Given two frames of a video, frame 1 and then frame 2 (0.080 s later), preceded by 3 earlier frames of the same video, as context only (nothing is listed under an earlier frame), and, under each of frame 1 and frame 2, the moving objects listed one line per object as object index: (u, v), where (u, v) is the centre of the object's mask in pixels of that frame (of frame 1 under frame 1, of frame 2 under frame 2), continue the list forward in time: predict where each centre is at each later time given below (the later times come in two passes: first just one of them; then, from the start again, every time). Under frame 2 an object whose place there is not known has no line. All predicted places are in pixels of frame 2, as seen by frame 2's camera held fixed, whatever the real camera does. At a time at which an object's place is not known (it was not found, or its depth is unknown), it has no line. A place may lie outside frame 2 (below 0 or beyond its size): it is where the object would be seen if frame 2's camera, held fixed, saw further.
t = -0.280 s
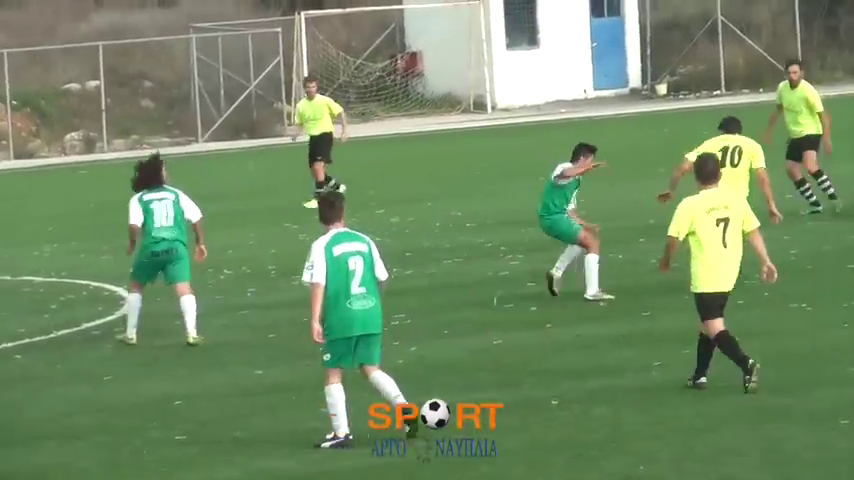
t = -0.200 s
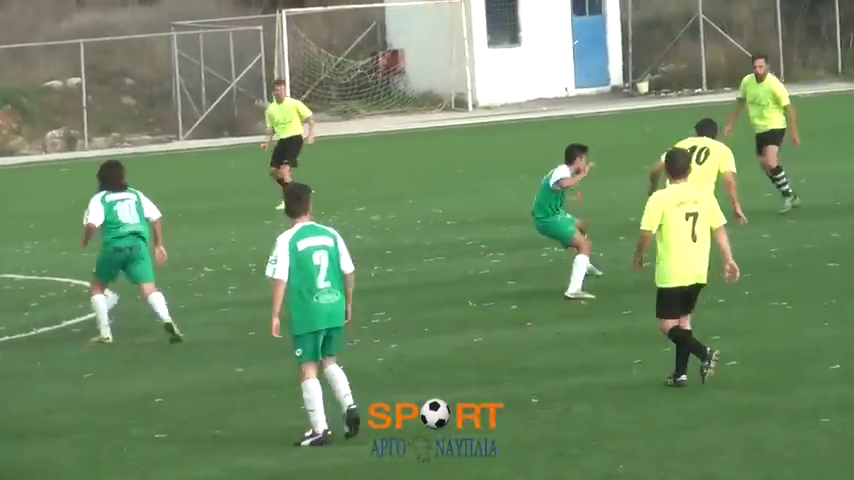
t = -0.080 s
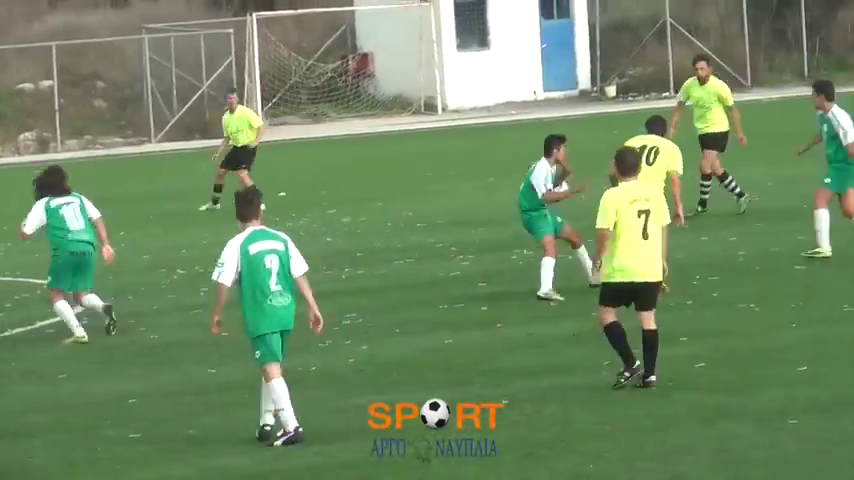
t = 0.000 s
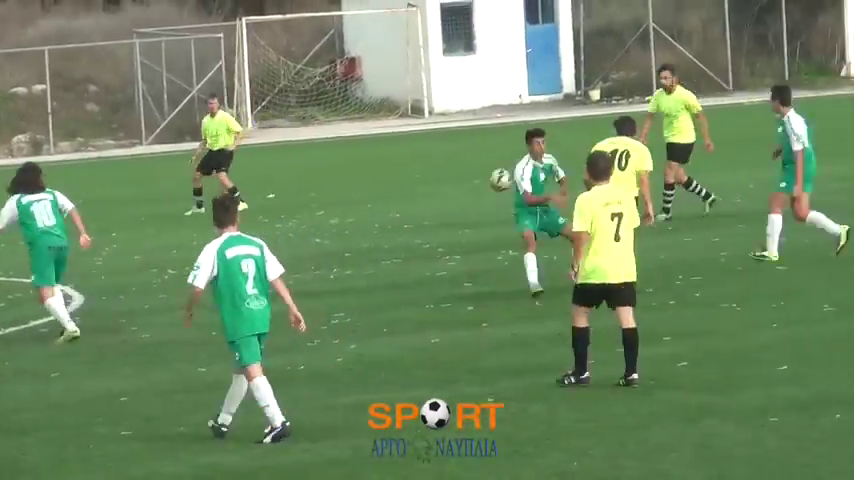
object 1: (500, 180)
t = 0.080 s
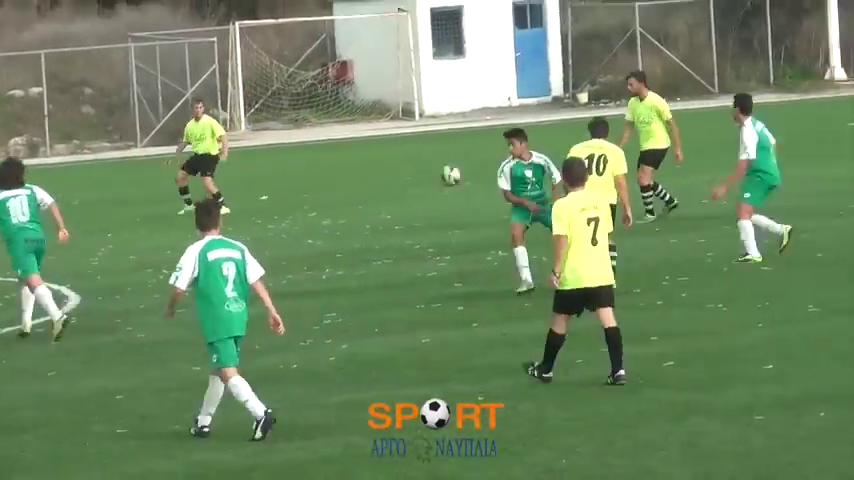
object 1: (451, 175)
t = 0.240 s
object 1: (374, 178)
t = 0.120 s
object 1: (430, 174)
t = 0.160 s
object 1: (410, 174)
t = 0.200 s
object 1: (391, 175)
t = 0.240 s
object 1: (374, 178)
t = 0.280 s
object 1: (357, 180)
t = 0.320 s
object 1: (339, 185)
